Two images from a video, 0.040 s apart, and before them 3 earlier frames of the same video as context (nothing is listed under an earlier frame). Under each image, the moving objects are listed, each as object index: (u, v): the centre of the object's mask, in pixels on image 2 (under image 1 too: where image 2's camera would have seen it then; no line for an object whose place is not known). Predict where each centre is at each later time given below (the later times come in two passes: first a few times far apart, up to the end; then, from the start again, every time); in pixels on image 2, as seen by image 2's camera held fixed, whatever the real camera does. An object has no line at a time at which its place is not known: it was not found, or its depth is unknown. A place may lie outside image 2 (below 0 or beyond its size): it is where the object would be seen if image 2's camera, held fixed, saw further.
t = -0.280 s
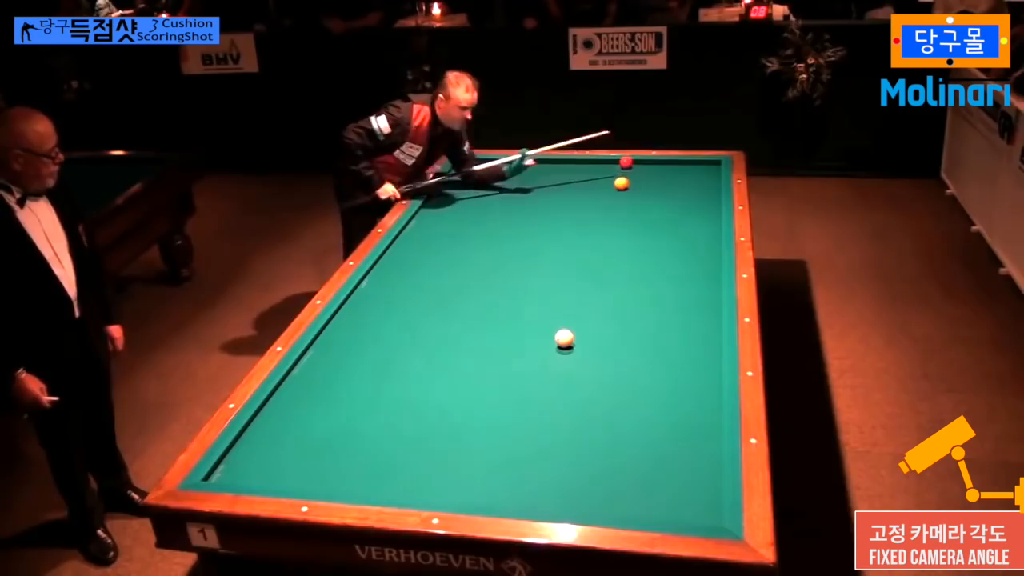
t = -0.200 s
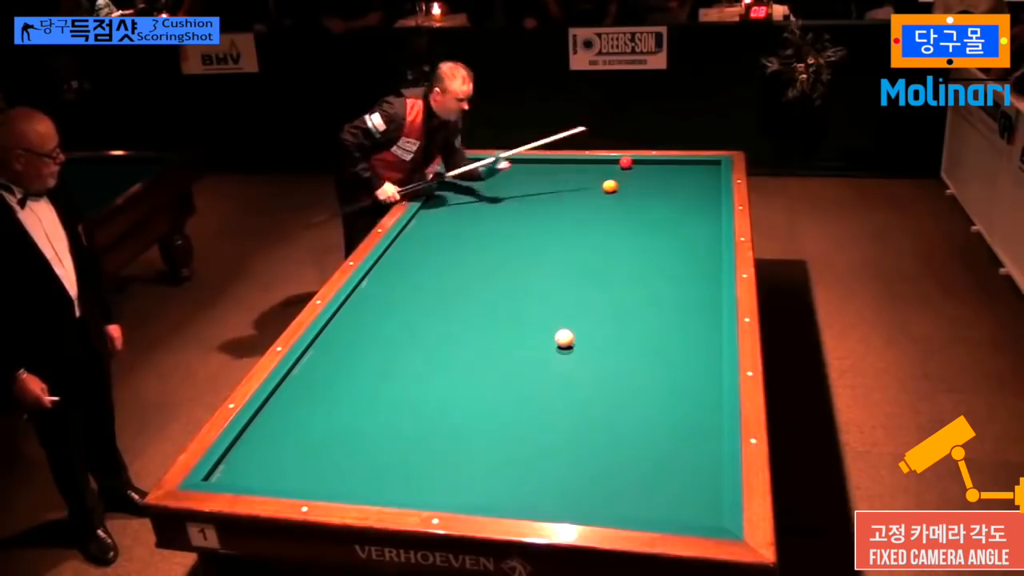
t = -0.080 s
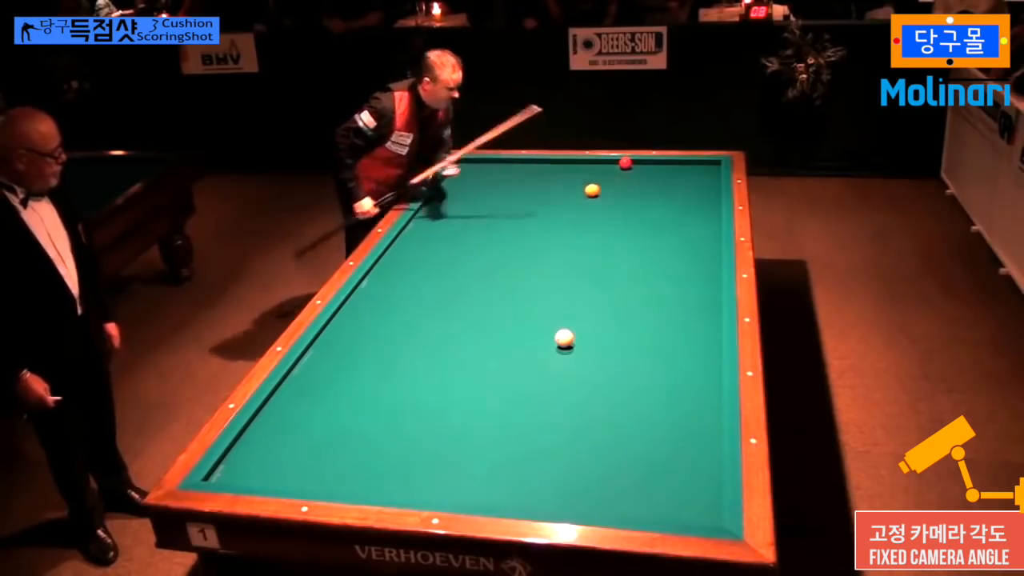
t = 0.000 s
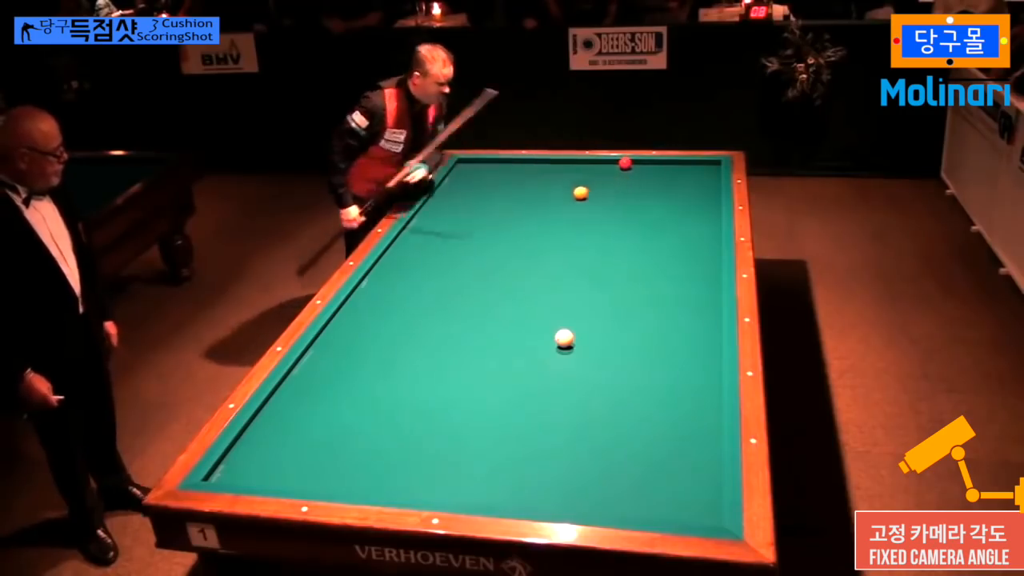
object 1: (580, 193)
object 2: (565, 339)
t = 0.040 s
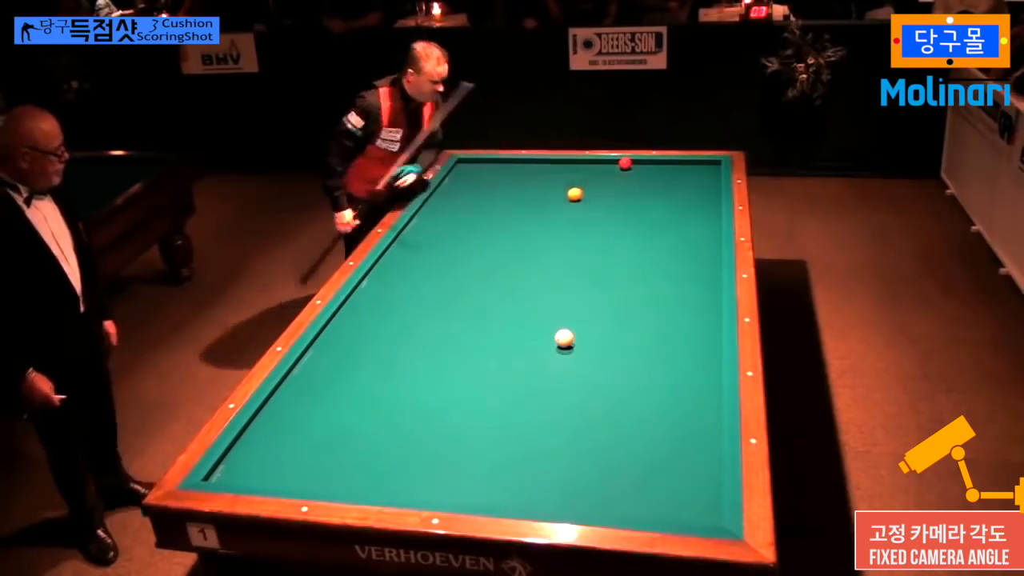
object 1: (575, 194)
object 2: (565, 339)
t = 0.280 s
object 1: (540, 203)
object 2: (565, 339)
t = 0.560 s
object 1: (497, 213)
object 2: (565, 339)
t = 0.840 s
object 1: (455, 223)
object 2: (565, 339)
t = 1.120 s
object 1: (411, 234)
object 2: (565, 339)
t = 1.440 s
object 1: (416, 242)
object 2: (565, 339)
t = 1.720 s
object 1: (427, 250)
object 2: (565, 339)
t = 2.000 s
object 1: (439, 258)
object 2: (565, 339)
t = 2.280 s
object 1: (451, 265)
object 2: (565, 339)
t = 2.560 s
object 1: (463, 273)
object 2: (565, 339)
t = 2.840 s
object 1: (474, 280)
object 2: (565, 339)
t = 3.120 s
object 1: (486, 288)
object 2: (565, 339)
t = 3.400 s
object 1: (498, 295)
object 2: (565, 339)
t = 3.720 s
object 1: (511, 303)
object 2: (565, 339)
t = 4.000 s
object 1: (523, 310)
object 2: (565, 339)
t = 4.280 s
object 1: (534, 317)
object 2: (565, 339)
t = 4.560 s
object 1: (545, 324)
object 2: (565, 339)
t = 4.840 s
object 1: (554, 329)
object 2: (565, 339)
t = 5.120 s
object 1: (559, 331)
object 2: (570, 343)
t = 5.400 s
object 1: (562, 332)
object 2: (575, 347)
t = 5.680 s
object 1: (565, 333)
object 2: (579, 351)
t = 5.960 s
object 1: (566, 333)
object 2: (582, 354)
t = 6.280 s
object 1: (566, 333)
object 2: (587, 357)
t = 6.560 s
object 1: (566, 333)
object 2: (589, 359)
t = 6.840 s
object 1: (566, 332)
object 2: (592, 361)
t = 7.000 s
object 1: (566, 332)
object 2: (593, 362)
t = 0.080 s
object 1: (569, 196)
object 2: (565, 339)
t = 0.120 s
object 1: (563, 197)
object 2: (565, 339)
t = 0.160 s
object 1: (557, 198)
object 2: (565, 339)
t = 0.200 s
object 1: (551, 200)
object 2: (565, 339)
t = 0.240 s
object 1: (545, 201)
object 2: (565, 339)
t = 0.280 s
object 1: (540, 203)
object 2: (565, 339)
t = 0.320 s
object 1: (534, 204)
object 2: (565, 339)
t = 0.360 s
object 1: (528, 206)
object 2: (565, 339)
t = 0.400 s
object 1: (522, 207)
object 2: (565, 339)
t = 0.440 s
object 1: (516, 209)
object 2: (565, 339)
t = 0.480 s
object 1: (510, 210)
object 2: (565, 339)
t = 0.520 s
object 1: (504, 212)
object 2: (565, 339)
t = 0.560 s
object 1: (497, 213)
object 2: (565, 339)
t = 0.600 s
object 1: (491, 214)
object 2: (565, 339)
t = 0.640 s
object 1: (485, 216)
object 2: (565, 339)
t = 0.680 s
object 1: (479, 217)
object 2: (565, 339)
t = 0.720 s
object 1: (473, 219)
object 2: (565, 339)
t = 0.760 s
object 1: (467, 220)
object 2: (565, 339)
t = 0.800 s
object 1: (461, 221)
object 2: (565, 339)
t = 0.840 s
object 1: (455, 223)
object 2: (565, 339)
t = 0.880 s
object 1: (448, 225)
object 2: (565, 339)
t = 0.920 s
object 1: (442, 226)
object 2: (565, 339)
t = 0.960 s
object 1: (436, 228)
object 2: (565, 339)
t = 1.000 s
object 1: (430, 229)
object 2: (565, 339)
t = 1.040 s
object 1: (424, 231)
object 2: (565, 339)
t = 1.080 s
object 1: (417, 232)
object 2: (565, 339)
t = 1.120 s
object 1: (411, 234)
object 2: (565, 339)
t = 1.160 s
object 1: (405, 235)
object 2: (565, 339)
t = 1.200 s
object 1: (404, 237)
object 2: (565, 339)
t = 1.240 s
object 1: (407, 238)
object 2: (565, 339)
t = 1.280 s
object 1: (409, 239)
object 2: (565, 339)
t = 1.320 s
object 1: (411, 240)
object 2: (565, 339)
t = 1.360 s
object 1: (412, 241)
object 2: (565, 339)
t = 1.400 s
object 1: (414, 241)
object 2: (565, 339)
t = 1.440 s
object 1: (416, 242)
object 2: (565, 339)
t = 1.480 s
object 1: (417, 243)
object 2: (565, 339)
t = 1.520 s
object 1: (419, 244)
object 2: (565, 339)
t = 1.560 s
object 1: (421, 246)
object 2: (565, 339)
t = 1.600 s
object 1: (422, 247)
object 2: (565, 339)
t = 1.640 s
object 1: (424, 248)
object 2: (565, 339)
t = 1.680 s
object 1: (426, 249)
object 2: (565, 339)
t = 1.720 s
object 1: (427, 250)
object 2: (565, 339)
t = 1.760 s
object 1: (429, 251)
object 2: (565, 339)
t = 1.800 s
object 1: (431, 252)
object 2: (565, 339)
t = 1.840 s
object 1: (432, 253)
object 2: (565, 339)
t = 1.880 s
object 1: (434, 255)
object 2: (565, 339)
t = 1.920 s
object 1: (436, 256)
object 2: (565, 339)
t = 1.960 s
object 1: (437, 257)
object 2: (565, 339)
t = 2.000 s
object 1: (439, 258)
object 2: (565, 339)
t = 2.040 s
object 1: (441, 259)
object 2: (565, 339)
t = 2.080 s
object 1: (442, 260)
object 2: (565, 339)
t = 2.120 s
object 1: (444, 261)
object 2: (565, 339)
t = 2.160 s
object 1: (446, 262)
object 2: (565, 339)
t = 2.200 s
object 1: (447, 263)
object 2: (565, 339)
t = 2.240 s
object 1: (449, 264)
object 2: (565, 339)
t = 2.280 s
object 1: (451, 265)
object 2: (565, 339)
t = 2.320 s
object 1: (452, 266)
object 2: (565, 339)
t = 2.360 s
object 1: (454, 267)
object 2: (565, 339)
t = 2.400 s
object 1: (456, 268)
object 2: (565, 339)
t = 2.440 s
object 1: (457, 269)
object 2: (565, 339)
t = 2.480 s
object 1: (459, 271)
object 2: (565, 339)
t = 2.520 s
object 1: (461, 271)
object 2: (565, 339)
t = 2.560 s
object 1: (463, 273)
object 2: (565, 339)
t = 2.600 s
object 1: (464, 274)
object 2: (565, 339)
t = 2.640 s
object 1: (466, 275)
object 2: (565, 339)
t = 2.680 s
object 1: (468, 276)
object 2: (565, 339)
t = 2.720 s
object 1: (469, 277)
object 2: (565, 339)
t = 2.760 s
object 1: (471, 278)
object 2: (565, 339)
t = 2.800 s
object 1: (473, 279)
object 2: (565, 339)
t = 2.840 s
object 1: (474, 280)
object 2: (565, 339)
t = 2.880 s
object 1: (476, 281)
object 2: (565, 339)
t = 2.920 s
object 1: (478, 282)
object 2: (565, 339)
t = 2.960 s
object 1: (480, 283)
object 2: (565, 339)
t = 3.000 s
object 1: (481, 285)
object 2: (565, 339)
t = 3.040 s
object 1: (483, 286)
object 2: (565, 339)
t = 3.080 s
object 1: (484, 287)
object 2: (565, 339)
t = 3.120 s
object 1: (486, 288)
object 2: (565, 339)
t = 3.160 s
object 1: (488, 289)
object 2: (565, 339)
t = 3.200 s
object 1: (489, 290)
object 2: (565, 339)
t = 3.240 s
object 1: (491, 291)
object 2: (565, 339)
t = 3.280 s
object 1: (493, 292)
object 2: (565, 339)
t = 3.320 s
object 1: (495, 293)
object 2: (565, 339)
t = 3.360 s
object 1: (496, 294)
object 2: (565, 339)
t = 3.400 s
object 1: (498, 295)
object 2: (565, 339)
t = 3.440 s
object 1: (500, 296)
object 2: (565, 339)
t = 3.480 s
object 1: (501, 297)
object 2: (565, 339)
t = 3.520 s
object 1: (503, 298)
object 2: (565, 339)
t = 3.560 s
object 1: (504, 299)
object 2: (565, 339)
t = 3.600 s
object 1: (506, 300)
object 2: (565, 339)
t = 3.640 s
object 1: (508, 301)
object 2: (565, 339)
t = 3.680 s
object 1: (510, 302)
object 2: (565, 339)
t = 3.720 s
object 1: (511, 303)
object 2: (565, 339)
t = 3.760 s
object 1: (513, 304)
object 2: (565, 339)
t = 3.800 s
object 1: (515, 305)
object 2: (565, 339)
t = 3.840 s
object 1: (516, 306)
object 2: (565, 339)
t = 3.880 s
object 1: (518, 307)
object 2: (565, 339)
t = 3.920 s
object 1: (519, 308)
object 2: (565, 339)
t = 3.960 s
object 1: (521, 309)
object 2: (565, 339)
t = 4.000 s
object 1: (523, 310)
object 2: (565, 339)
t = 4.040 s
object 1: (524, 311)
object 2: (565, 339)
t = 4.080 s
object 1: (526, 312)
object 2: (565, 339)
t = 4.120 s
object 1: (528, 313)
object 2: (565, 339)
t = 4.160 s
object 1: (529, 314)
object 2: (565, 339)
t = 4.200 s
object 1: (531, 315)
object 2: (565, 339)
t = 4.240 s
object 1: (532, 316)
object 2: (565, 339)
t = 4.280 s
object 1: (534, 317)
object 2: (565, 339)
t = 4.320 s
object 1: (536, 318)
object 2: (565, 339)
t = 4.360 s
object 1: (537, 319)
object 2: (565, 339)
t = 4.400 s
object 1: (539, 320)
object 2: (565, 339)
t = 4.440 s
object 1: (540, 321)
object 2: (565, 339)
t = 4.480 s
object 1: (542, 322)
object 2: (565, 339)
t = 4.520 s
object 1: (544, 323)
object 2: (565, 339)
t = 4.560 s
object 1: (545, 324)
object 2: (565, 339)
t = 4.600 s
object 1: (546, 325)
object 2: (565, 339)
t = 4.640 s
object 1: (548, 326)
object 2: (565, 339)
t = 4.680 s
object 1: (549, 327)
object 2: (565, 339)
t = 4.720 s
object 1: (550, 328)
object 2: (565, 339)
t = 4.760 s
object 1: (552, 328)
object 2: (565, 339)
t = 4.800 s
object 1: (553, 329)
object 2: (565, 339)
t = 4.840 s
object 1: (554, 329)
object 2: (565, 339)
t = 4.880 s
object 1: (555, 330)
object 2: (566, 340)
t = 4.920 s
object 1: (555, 330)
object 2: (566, 340)
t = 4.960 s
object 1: (556, 330)
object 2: (567, 341)
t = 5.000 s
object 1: (557, 330)
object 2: (568, 342)
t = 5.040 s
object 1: (558, 330)
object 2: (569, 342)
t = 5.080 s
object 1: (558, 330)
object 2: (569, 343)
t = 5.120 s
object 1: (559, 331)
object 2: (570, 343)
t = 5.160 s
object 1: (559, 331)
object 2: (571, 344)
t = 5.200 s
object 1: (560, 331)
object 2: (572, 344)
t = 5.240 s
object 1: (560, 331)
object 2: (572, 345)
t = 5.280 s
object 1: (561, 331)
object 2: (573, 346)
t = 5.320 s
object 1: (561, 332)
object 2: (574, 346)
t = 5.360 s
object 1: (562, 332)
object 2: (574, 347)
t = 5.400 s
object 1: (562, 332)
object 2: (575, 347)
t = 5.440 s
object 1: (563, 332)
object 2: (575, 348)
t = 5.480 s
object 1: (563, 332)
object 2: (576, 348)
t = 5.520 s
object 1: (563, 333)
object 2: (577, 349)
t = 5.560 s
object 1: (564, 333)
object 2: (577, 349)
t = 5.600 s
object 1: (564, 333)
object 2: (578, 350)
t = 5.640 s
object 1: (564, 333)
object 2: (578, 350)
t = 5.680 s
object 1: (565, 333)
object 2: (579, 351)
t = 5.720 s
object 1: (565, 333)
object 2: (579, 351)
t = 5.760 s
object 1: (565, 333)
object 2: (580, 352)
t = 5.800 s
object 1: (565, 333)
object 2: (580, 352)
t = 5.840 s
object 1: (565, 333)
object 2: (581, 352)
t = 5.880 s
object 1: (565, 333)
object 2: (581, 353)
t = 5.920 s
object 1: (565, 333)
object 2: (582, 353)
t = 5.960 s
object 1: (566, 333)
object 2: (582, 354)
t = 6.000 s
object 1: (566, 333)
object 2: (583, 354)
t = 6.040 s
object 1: (566, 333)
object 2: (584, 355)
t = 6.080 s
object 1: (566, 333)
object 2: (584, 355)
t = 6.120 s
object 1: (566, 333)
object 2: (585, 356)
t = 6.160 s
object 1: (566, 333)
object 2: (585, 356)
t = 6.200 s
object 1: (566, 333)
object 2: (586, 357)
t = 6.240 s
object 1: (566, 333)
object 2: (586, 357)
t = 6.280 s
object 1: (566, 333)
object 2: (587, 357)
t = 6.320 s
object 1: (566, 333)
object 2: (587, 358)
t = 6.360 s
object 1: (566, 333)
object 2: (588, 358)
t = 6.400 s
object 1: (566, 333)
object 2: (588, 358)
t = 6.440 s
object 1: (566, 333)
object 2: (588, 359)
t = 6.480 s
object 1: (566, 333)
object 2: (589, 359)
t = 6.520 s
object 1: (566, 333)
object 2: (589, 359)
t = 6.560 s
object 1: (566, 333)
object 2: (589, 359)
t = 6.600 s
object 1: (566, 333)
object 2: (590, 360)
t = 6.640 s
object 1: (566, 333)
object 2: (590, 360)
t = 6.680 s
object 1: (566, 332)
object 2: (591, 360)
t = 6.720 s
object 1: (566, 332)
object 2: (591, 361)
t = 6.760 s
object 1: (566, 332)
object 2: (591, 361)
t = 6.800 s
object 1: (566, 332)
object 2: (591, 361)
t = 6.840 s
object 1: (566, 332)
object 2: (592, 361)
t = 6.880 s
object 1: (566, 332)
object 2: (592, 362)
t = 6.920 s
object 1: (566, 332)
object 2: (592, 362)
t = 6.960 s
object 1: (566, 332)
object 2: (592, 362)
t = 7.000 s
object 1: (566, 332)
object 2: (593, 362)
